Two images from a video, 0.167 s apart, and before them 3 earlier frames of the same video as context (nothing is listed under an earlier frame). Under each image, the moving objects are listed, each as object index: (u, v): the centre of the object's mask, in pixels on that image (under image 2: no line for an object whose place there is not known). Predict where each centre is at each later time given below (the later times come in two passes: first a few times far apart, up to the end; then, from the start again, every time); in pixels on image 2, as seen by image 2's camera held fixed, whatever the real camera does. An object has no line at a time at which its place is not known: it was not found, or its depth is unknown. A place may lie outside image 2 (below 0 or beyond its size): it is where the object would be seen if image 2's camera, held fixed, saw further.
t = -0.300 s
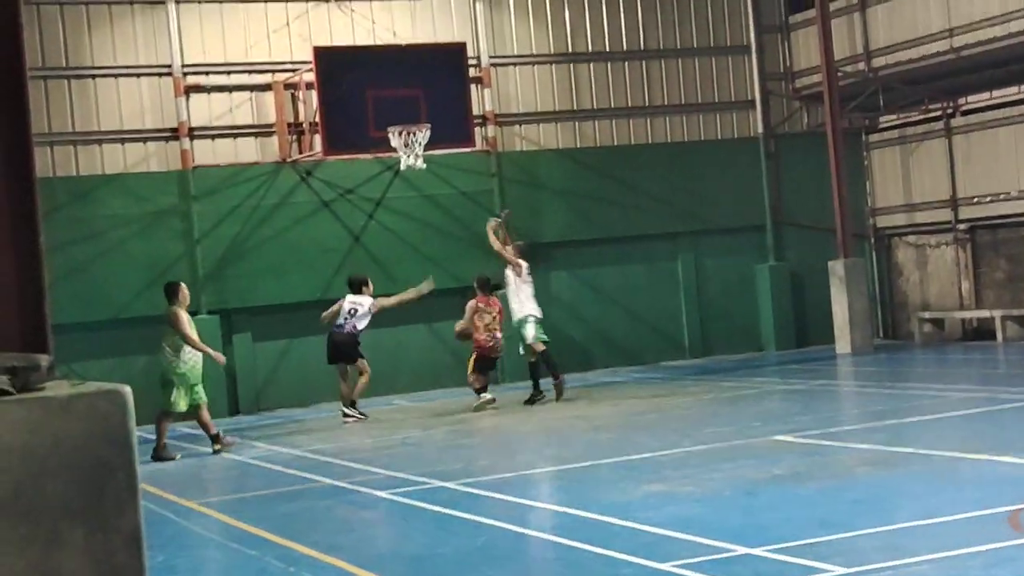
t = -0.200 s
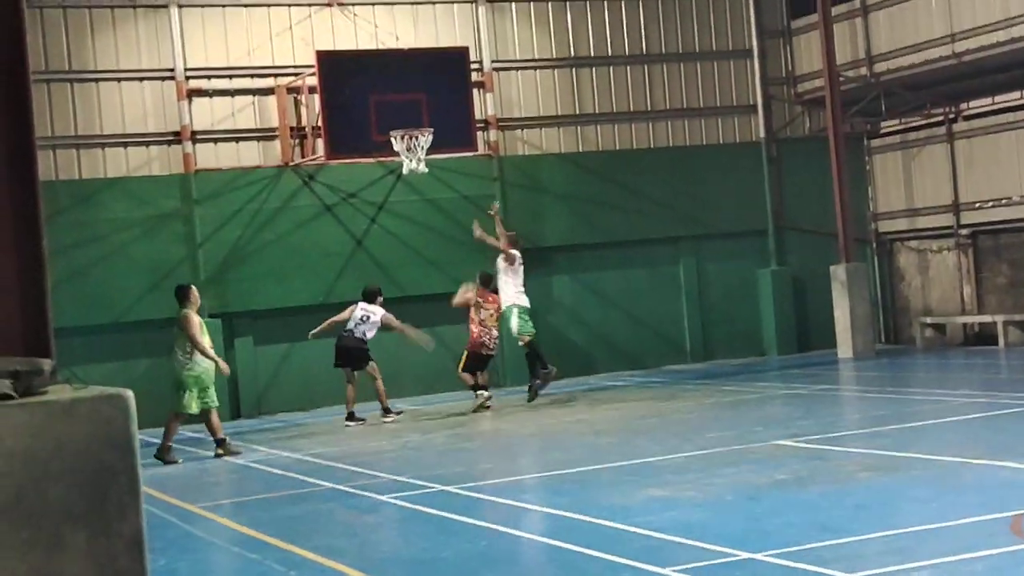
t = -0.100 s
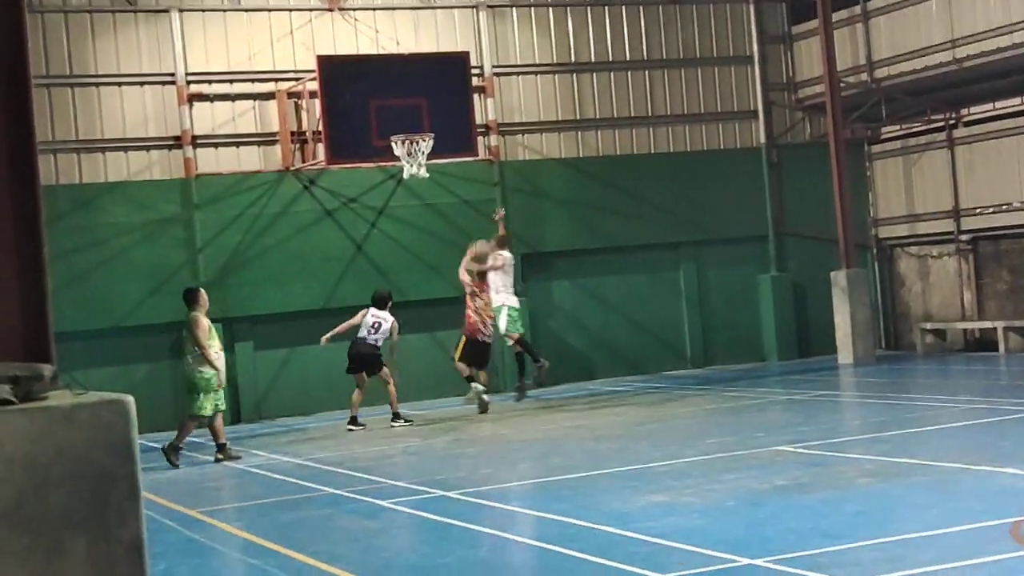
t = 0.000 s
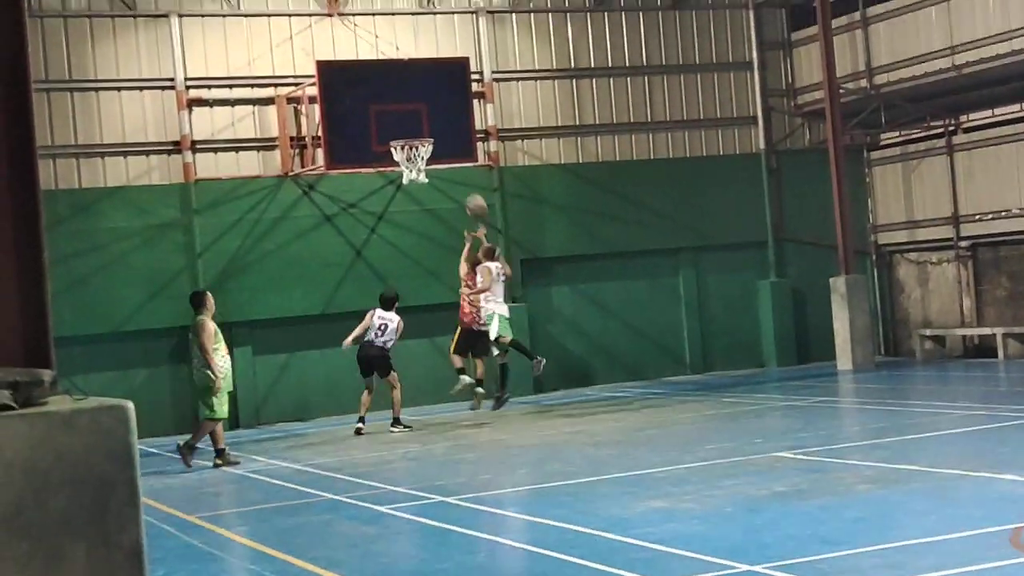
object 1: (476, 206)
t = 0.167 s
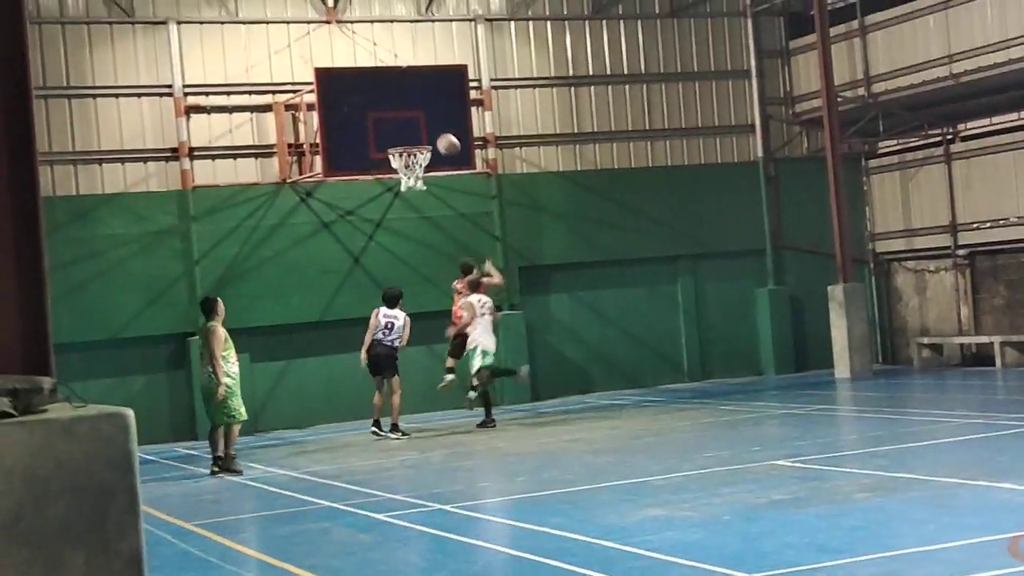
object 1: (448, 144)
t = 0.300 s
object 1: (430, 107)
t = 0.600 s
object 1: (410, 106)
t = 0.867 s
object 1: (409, 136)
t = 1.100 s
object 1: (414, 160)
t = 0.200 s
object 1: (443, 134)
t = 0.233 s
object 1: (439, 124)
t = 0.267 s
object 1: (434, 115)
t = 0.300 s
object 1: (430, 107)
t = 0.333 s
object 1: (426, 100)
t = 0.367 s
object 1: (423, 98)
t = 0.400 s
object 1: (421, 96)
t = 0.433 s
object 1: (419, 95)
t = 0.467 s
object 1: (417, 95)
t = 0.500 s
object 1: (415, 96)
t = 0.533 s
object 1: (414, 98)
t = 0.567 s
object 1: (412, 101)
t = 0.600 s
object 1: (410, 106)
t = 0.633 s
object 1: (408, 111)
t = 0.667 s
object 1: (407, 116)
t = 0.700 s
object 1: (405, 123)
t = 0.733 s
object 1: (404, 131)
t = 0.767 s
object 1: (404, 137)
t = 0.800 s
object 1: (405, 136)
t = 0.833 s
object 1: (407, 136)
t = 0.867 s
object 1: (409, 136)
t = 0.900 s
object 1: (411, 138)
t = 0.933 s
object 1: (413, 139)
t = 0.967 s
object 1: (416, 141)
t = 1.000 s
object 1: (418, 144)
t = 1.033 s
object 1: (419, 146)
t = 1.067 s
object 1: (413, 156)
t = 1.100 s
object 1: (414, 160)
